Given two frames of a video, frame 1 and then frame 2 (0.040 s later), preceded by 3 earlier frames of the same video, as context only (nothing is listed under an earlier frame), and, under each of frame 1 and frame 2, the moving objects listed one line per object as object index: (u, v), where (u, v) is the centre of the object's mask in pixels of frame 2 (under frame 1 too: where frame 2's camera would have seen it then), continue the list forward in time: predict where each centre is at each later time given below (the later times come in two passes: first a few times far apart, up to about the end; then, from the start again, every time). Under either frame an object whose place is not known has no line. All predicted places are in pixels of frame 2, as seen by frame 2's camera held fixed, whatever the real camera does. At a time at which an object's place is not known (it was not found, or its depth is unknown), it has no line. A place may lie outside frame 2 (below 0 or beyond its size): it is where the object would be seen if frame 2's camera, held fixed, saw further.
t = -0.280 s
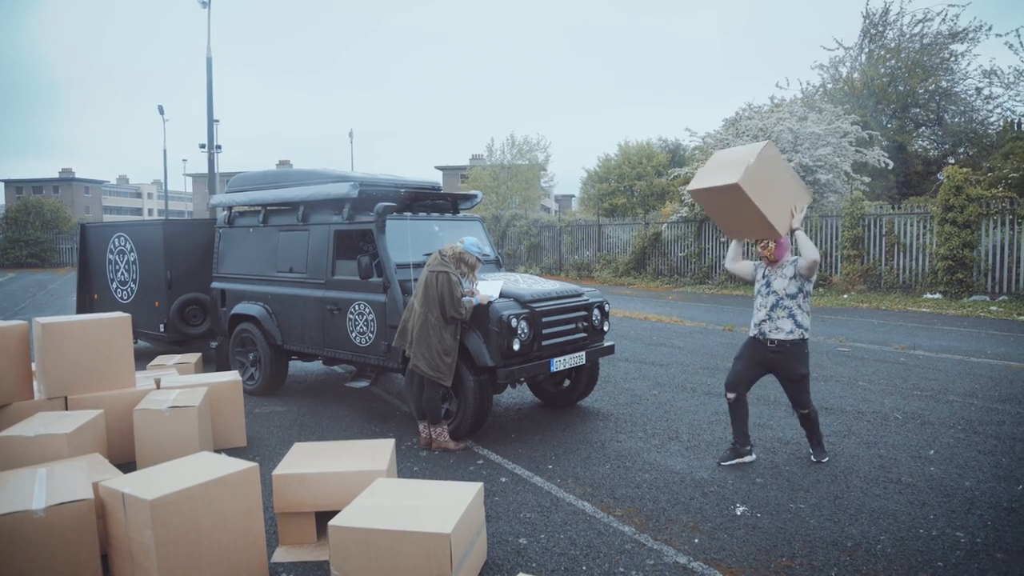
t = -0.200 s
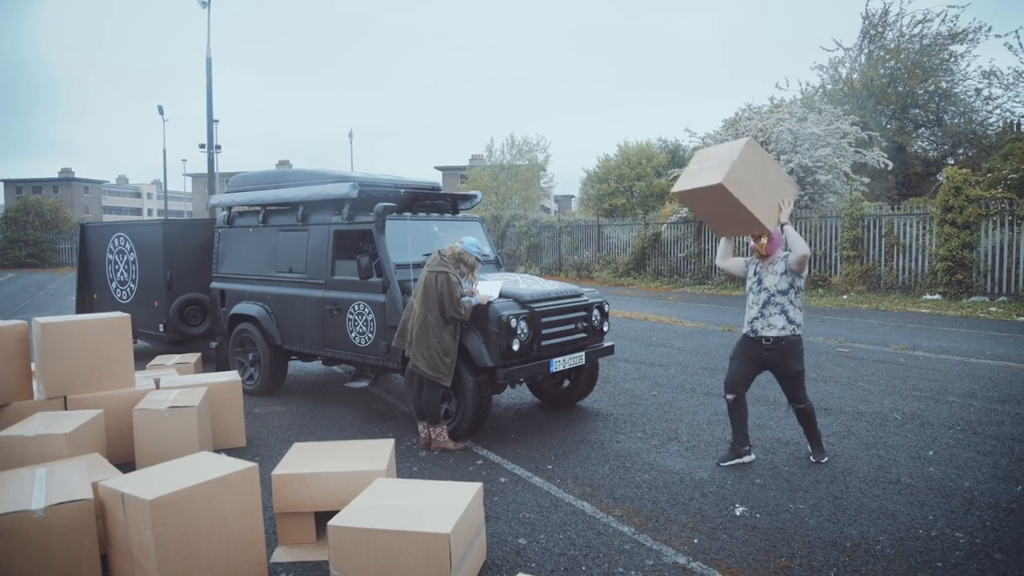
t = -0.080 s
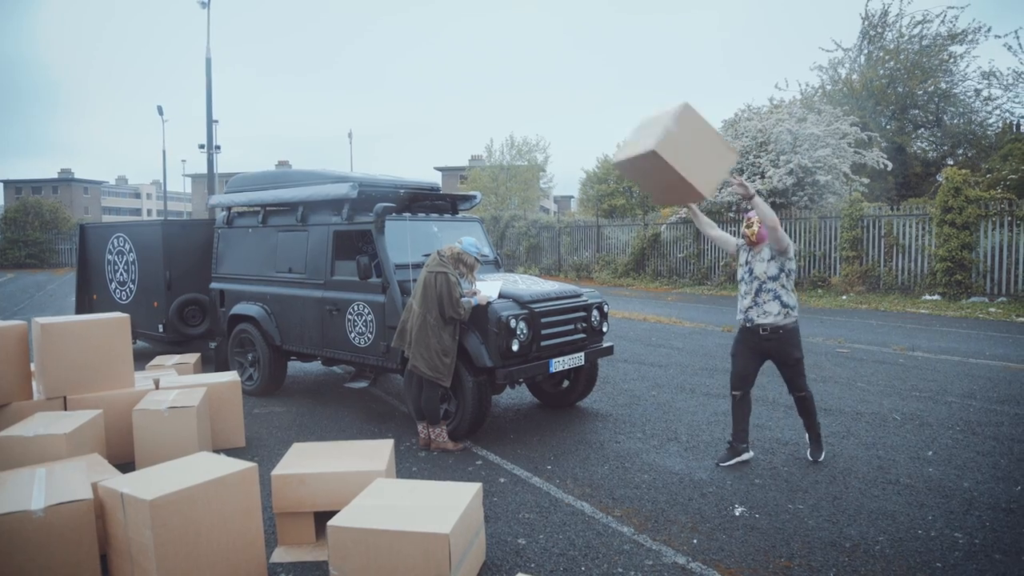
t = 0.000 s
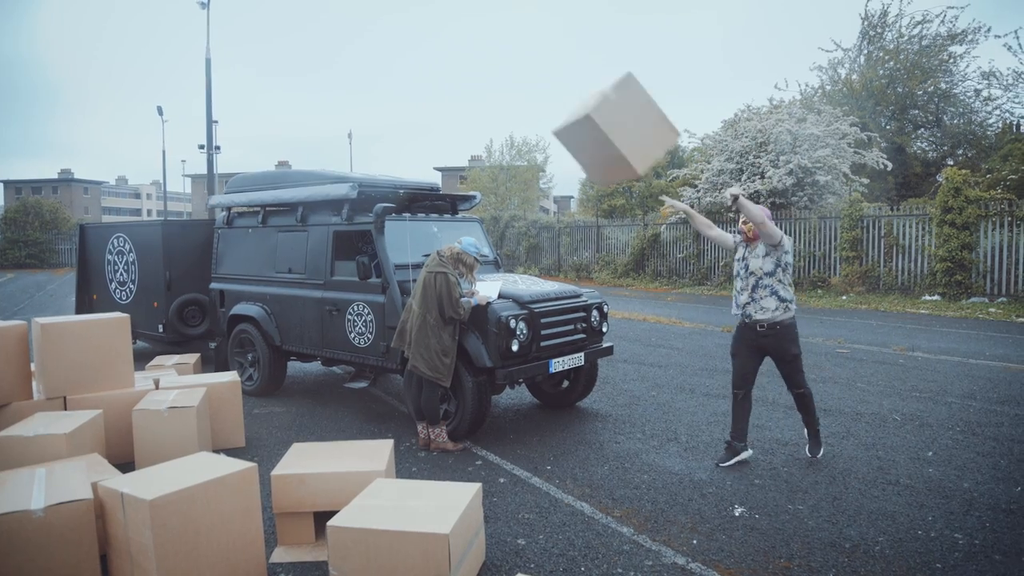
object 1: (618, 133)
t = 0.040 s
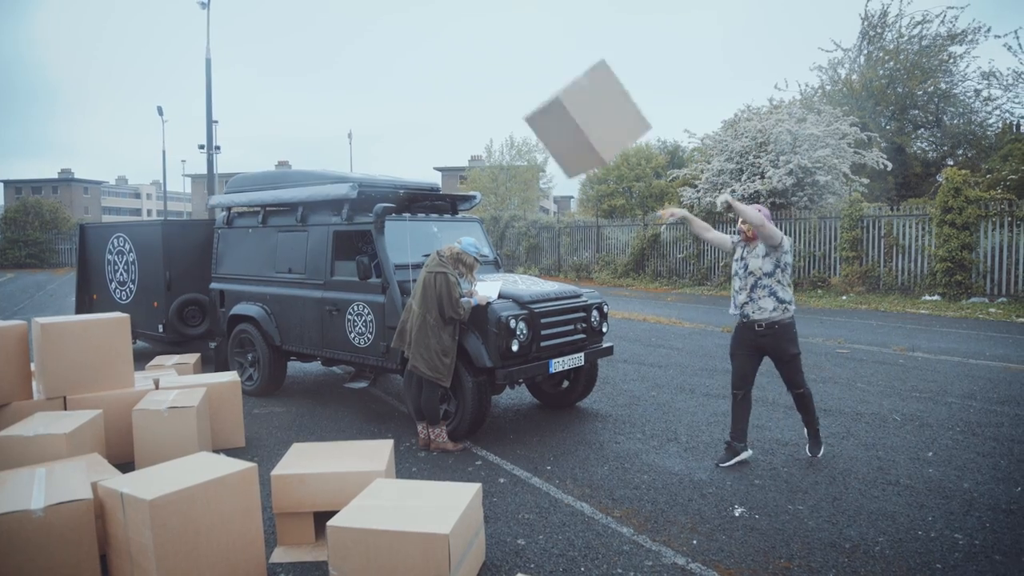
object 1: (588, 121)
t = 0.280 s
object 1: (433, 86)
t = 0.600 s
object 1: (265, 149)
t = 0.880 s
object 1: (151, 276)
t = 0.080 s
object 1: (559, 110)
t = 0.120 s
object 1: (532, 100)
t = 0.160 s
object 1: (506, 93)
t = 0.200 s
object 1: (481, 89)
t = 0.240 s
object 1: (457, 86)
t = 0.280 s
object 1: (433, 86)
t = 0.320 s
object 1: (411, 88)
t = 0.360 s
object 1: (389, 91)
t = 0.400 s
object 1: (367, 96)
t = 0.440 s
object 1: (345, 104)
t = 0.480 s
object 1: (325, 113)
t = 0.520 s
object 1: (305, 123)
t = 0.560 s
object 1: (285, 135)
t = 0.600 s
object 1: (265, 149)
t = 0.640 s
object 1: (246, 164)
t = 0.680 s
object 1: (228, 180)
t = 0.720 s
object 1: (211, 197)
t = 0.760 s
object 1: (195, 217)
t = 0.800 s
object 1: (180, 236)
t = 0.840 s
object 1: (165, 256)
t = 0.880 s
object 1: (151, 276)
